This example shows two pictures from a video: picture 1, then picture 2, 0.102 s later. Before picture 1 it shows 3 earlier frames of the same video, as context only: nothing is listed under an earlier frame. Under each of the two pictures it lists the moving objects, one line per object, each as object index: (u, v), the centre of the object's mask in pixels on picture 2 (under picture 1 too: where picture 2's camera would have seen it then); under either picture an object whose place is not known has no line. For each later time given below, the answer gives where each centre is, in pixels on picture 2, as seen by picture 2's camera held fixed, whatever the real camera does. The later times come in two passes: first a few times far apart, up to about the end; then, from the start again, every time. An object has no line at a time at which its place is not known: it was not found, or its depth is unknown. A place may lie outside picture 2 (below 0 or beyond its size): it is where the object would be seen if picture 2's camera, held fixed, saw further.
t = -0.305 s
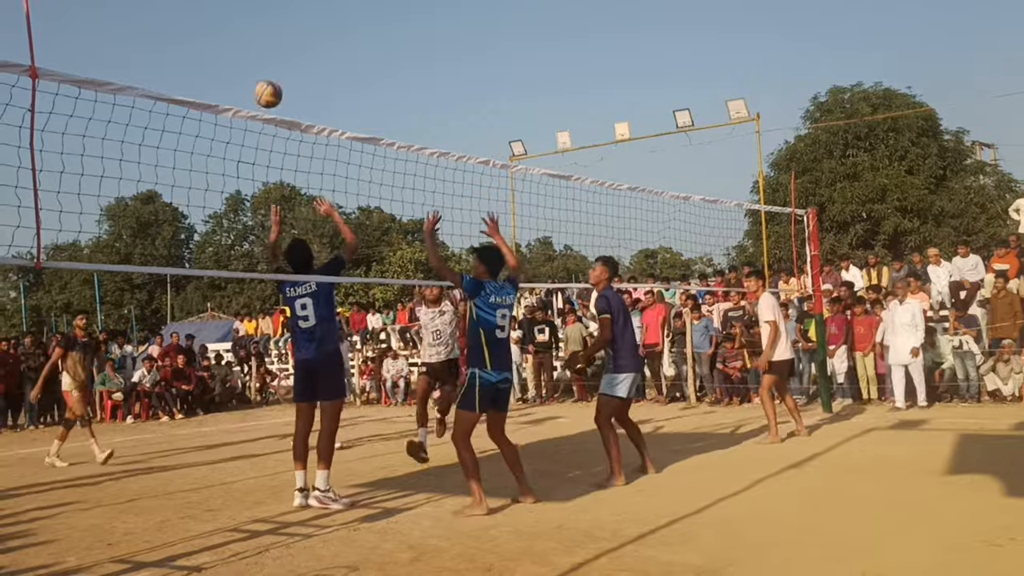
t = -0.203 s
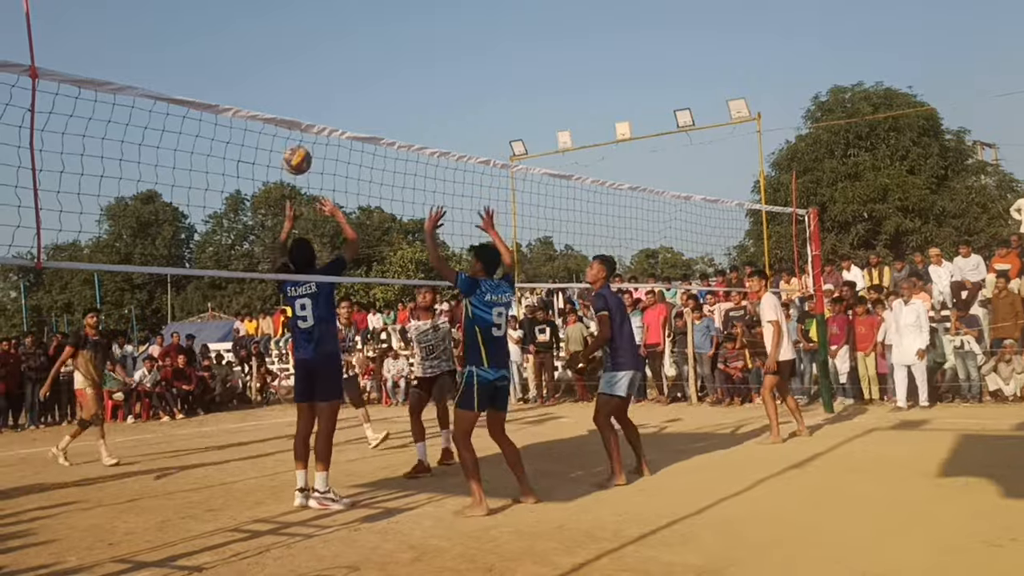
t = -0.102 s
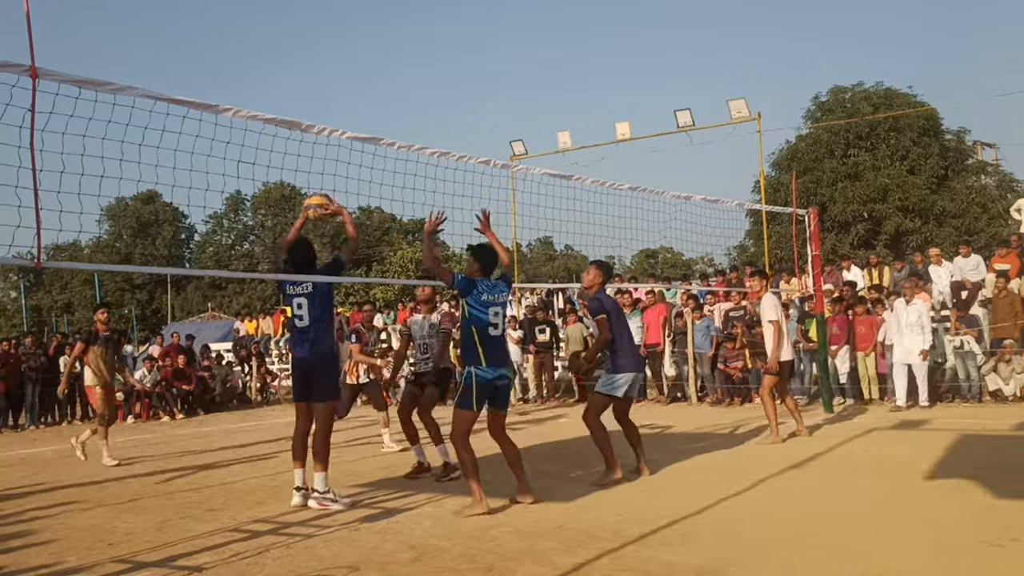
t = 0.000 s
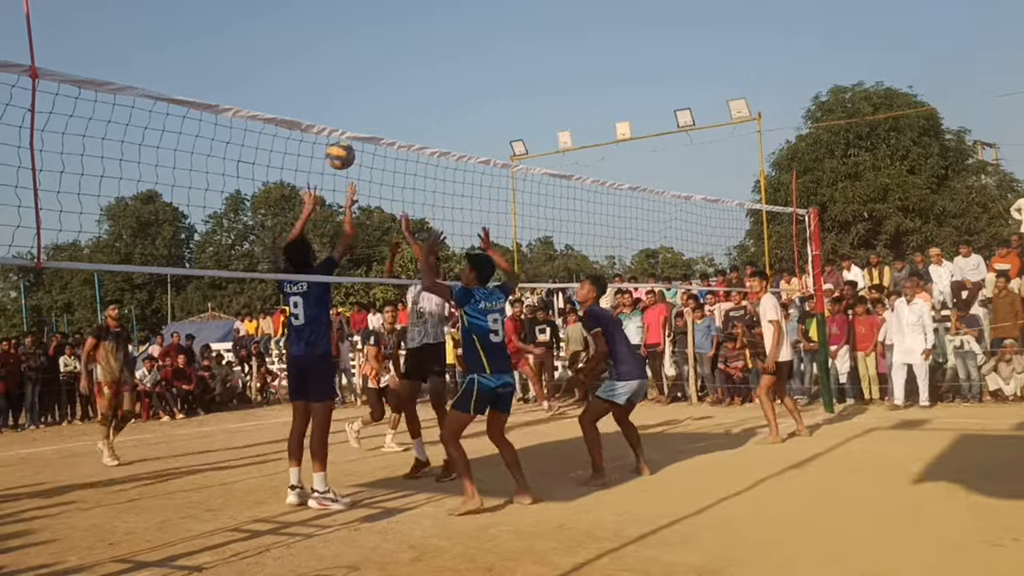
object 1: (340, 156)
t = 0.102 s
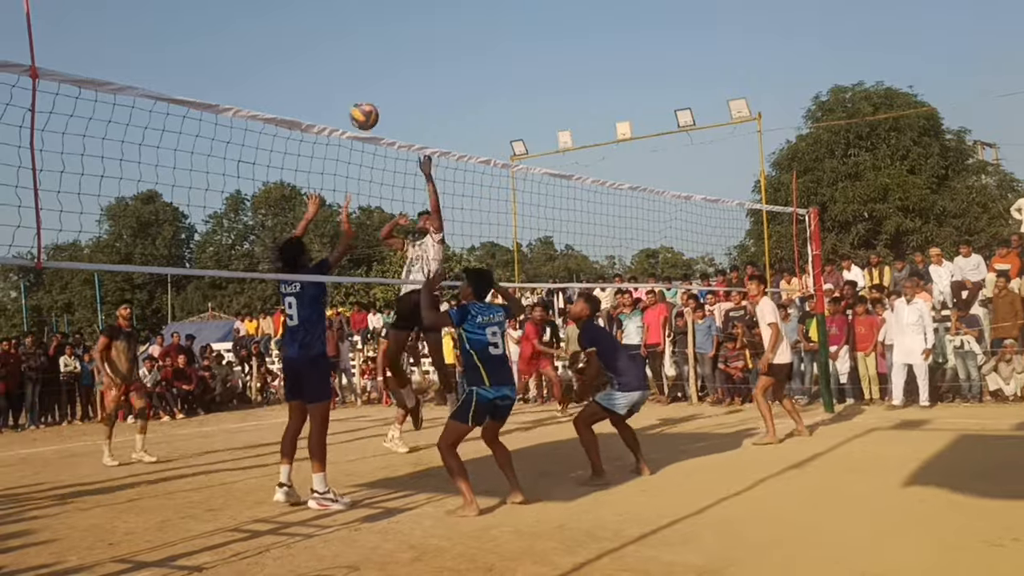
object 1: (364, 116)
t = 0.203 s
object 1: (387, 91)
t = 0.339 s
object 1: (418, 79)
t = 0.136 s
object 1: (371, 105)
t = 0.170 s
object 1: (378, 97)
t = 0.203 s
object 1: (387, 91)
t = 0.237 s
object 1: (396, 86)
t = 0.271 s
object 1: (403, 82)
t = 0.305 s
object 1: (410, 80)
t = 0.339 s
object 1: (418, 79)
